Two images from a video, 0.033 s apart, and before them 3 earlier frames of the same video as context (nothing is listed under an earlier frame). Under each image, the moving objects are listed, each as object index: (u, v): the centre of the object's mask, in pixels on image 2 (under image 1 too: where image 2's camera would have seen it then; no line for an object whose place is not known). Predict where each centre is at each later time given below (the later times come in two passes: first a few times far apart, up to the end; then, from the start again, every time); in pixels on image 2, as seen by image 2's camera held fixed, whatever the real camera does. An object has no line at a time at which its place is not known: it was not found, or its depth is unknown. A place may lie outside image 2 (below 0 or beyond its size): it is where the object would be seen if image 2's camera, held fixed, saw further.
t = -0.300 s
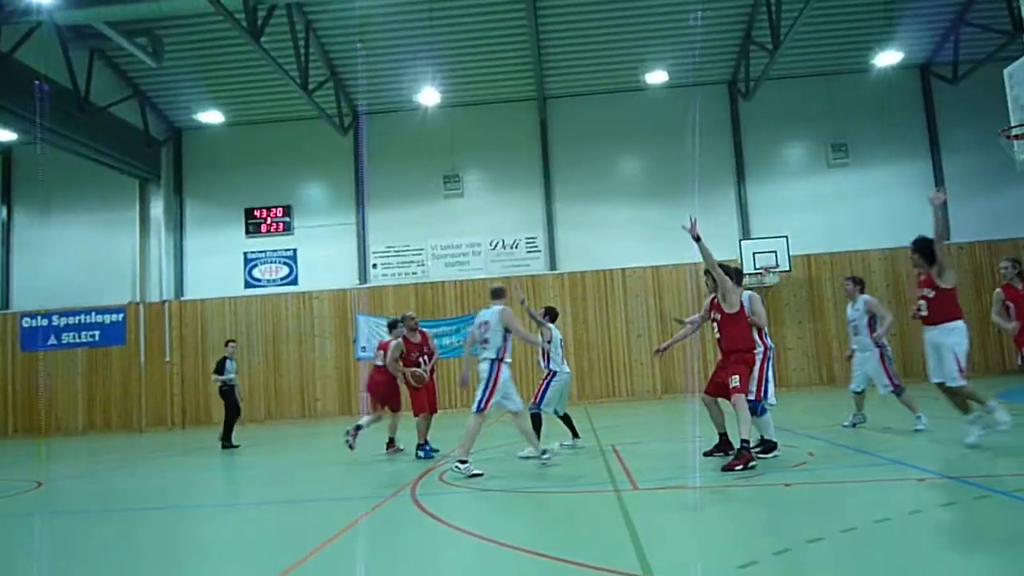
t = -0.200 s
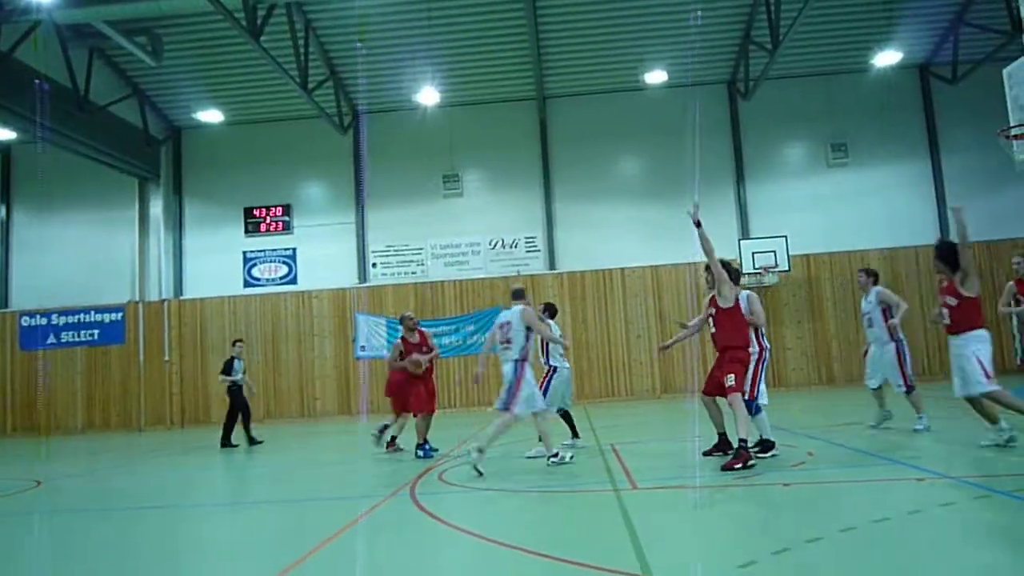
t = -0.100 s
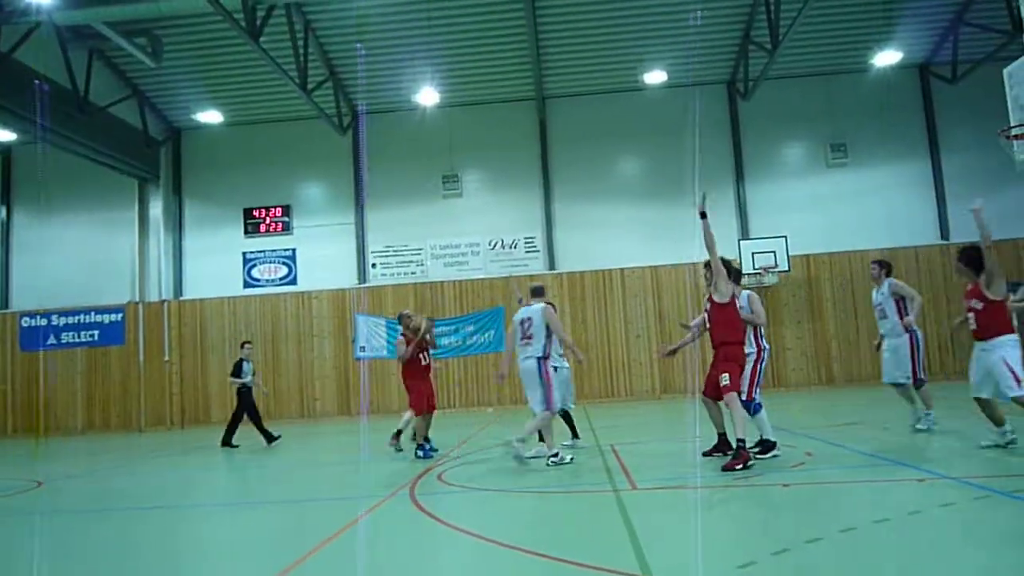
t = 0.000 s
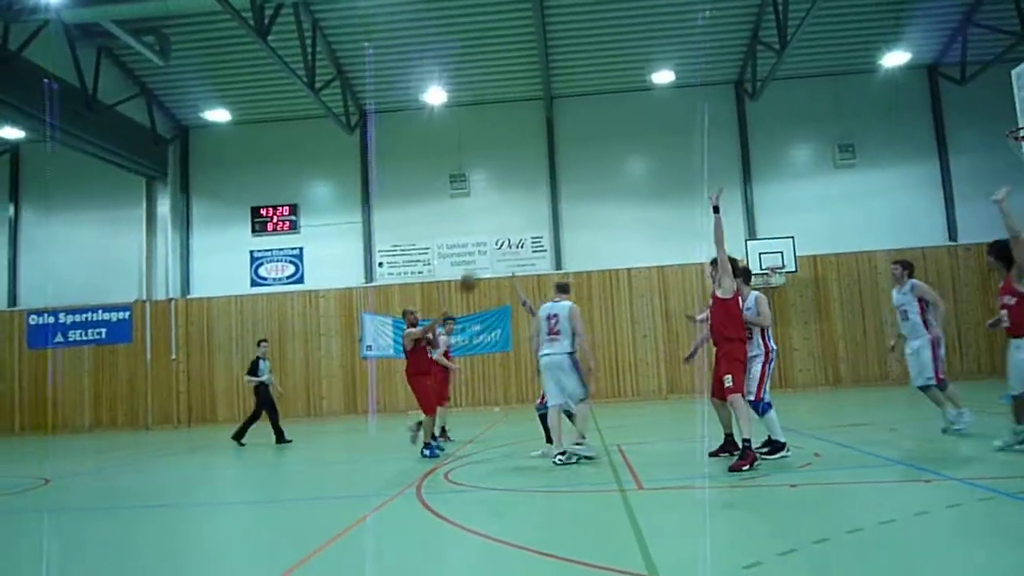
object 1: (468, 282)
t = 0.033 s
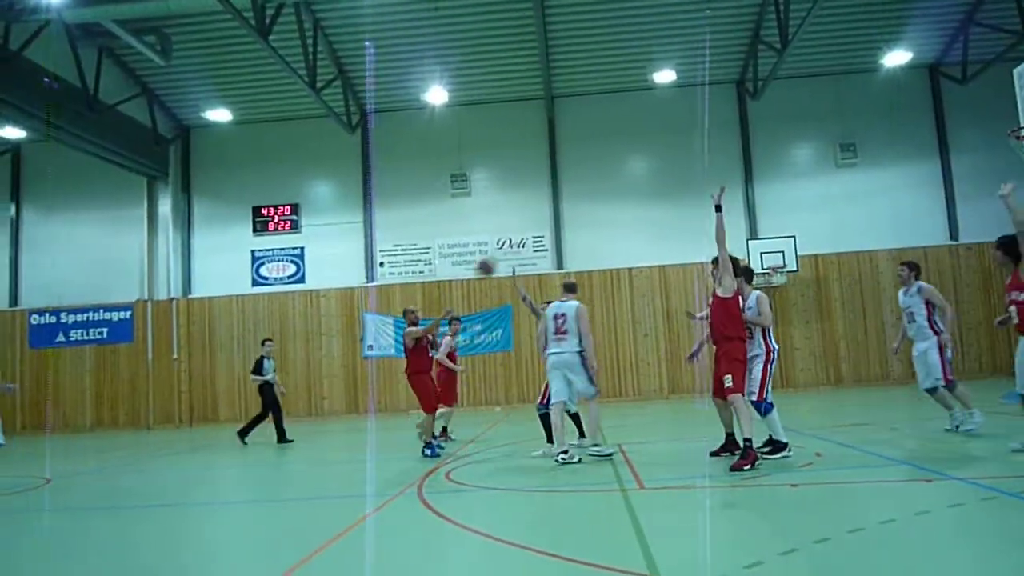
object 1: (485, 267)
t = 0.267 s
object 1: (626, 179)
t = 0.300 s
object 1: (651, 168)
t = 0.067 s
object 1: (504, 252)
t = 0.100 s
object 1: (522, 239)
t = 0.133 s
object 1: (542, 224)
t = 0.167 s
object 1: (561, 213)
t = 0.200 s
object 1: (582, 200)
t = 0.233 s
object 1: (602, 190)
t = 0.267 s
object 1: (626, 179)
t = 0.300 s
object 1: (651, 168)
